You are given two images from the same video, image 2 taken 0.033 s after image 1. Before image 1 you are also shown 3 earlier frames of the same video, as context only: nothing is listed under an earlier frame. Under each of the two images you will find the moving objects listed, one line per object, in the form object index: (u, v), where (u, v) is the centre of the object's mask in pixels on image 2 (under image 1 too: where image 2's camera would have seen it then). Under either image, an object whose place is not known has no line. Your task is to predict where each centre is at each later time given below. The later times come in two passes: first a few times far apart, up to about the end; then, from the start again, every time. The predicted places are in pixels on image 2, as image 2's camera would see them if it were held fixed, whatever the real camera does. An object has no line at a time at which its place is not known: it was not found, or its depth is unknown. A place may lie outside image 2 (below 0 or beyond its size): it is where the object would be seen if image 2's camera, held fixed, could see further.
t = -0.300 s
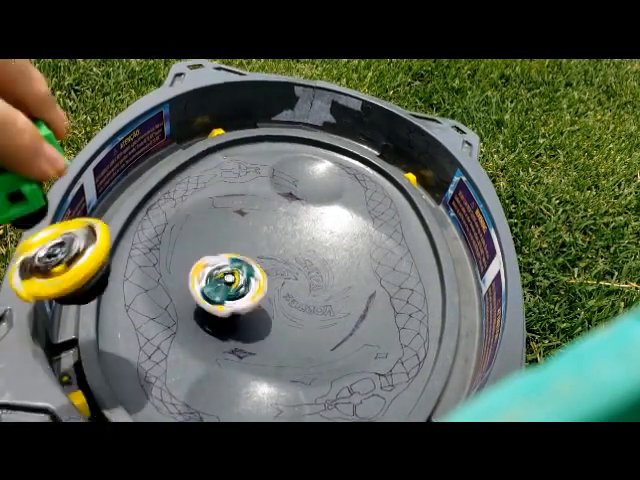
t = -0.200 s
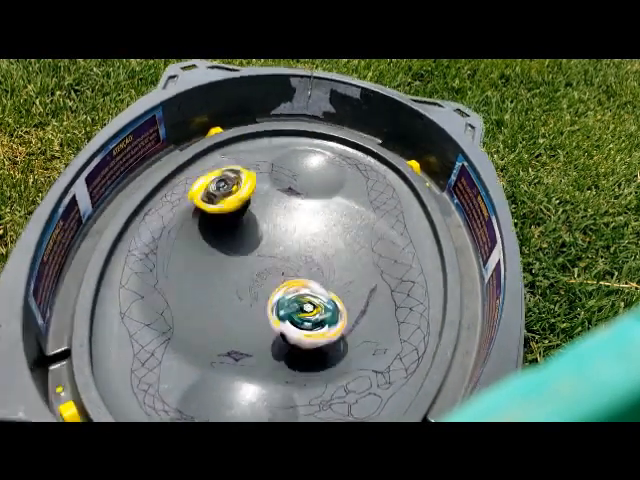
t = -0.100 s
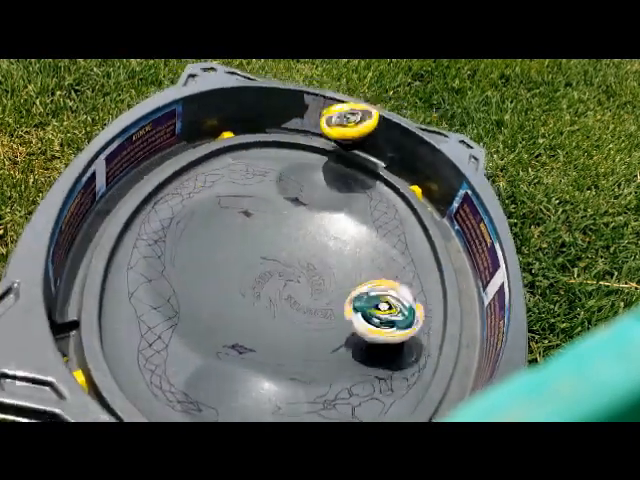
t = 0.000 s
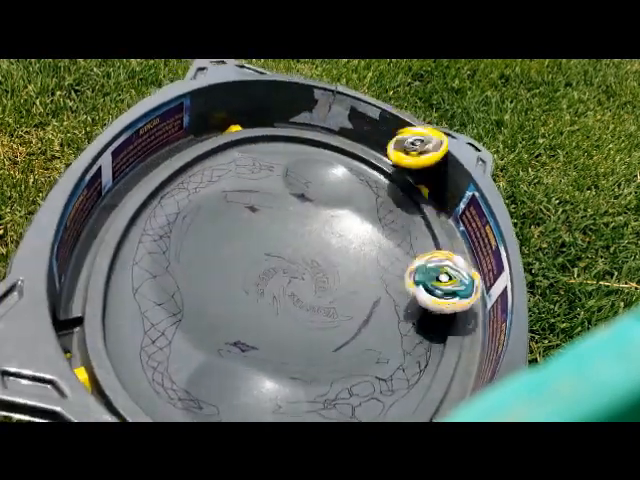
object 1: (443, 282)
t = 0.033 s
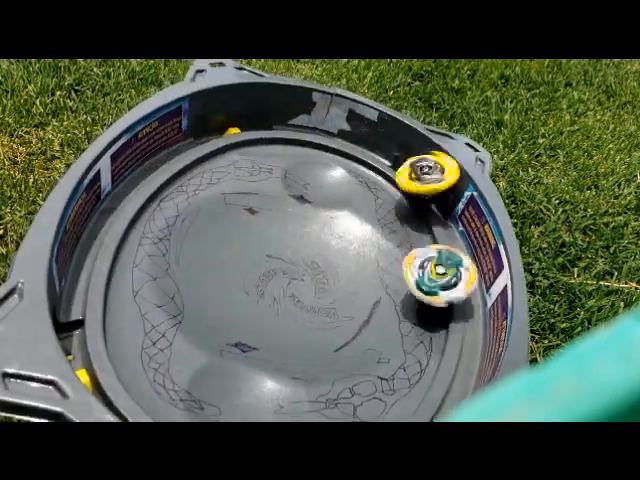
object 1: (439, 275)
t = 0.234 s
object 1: (406, 304)
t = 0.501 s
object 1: (289, 327)
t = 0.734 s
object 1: (229, 337)
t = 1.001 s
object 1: (160, 362)
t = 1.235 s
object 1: (125, 312)
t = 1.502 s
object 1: (169, 282)
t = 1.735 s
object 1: (303, 318)
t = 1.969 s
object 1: (370, 249)
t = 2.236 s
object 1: (286, 227)
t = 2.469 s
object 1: (270, 309)
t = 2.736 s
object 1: (374, 324)
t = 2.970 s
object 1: (377, 260)
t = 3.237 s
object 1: (260, 247)
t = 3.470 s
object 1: (183, 263)
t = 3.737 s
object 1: (229, 302)
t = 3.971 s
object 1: (294, 274)
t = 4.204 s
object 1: (306, 247)
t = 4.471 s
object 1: (308, 283)
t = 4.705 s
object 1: (326, 307)
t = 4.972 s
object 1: (317, 334)
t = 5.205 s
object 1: (274, 341)
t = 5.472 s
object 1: (230, 326)
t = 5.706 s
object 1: (285, 322)
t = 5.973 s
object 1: (327, 319)
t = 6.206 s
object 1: (319, 300)
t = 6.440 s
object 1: (292, 296)
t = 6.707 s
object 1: (276, 288)
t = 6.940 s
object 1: (284, 295)
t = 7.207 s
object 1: (279, 298)
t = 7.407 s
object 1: (294, 281)
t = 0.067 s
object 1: (438, 266)
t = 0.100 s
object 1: (436, 269)
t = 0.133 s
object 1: (430, 278)
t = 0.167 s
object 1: (426, 288)
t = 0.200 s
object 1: (420, 296)
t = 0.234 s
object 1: (406, 304)
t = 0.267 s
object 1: (384, 310)
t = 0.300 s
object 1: (365, 312)
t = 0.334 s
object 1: (348, 314)
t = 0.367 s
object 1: (333, 316)
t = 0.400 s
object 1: (319, 319)
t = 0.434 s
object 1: (307, 321)
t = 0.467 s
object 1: (297, 324)
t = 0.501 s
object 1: (289, 327)
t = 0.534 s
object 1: (284, 331)
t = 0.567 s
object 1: (278, 334)
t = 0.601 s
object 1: (273, 336)
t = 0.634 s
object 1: (267, 336)
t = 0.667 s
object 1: (261, 335)
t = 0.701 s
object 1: (245, 336)
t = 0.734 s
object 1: (229, 337)
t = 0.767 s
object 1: (213, 347)
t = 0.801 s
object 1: (198, 358)
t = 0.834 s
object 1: (183, 369)
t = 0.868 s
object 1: (165, 377)
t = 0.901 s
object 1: (151, 379)
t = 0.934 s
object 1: (157, 374)
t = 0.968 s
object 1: (161, 368)
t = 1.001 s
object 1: (160, 362)
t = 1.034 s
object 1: (154, 356)
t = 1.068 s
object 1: (147, 348)
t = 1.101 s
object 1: (140, 339)
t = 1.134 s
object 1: (134, 330)
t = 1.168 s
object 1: (129, 322)
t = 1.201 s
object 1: (126, 316)
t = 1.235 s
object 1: (125, 312)
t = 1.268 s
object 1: (126, 309)
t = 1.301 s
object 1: (129, 306)
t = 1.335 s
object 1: (133, 300)
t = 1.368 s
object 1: (137, 296)
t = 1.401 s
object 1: (143, 291)
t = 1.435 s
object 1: (149, 287)
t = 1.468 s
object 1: (157, 283)
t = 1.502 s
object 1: (169, 282)
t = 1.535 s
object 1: (186, 286)
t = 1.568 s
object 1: (205, 294)
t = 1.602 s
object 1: (227, 304)
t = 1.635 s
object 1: (243, 311)
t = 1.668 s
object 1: (263, 317)
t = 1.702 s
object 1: (283, 319)
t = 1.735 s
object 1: (303, 318)
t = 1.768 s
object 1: (323, 314)
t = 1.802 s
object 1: (340, 306)
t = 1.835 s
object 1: (353, 295)
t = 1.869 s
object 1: (362, 285)
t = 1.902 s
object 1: (369, 274)
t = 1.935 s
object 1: (371, 260)
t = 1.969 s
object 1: (370, 249)
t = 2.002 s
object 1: (365, 239)
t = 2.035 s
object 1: (360, 230)
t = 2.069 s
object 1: (350, 222)
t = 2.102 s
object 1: (337, 217)
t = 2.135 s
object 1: (325, 215)
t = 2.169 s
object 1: (311, 216)
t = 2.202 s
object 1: (298, 220)
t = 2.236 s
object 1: (286, 227)
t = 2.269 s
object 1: (277, 235)
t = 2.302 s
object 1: (268, 245)
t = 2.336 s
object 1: (262, 257)
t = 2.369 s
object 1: (259, 270)
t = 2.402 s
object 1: (259, 282)
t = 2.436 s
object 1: (262, 296)
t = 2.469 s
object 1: (270, 309)
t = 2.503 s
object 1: (281, 318)
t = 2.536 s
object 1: (292, 327)
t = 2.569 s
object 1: (307, 334)
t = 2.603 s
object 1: (324, 337)
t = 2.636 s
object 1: (339, 339)
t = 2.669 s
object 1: (355, 337)
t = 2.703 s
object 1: (368, 330)
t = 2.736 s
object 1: (374, 324)
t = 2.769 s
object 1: (378, 315)
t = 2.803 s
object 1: (383, 308)
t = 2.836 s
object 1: (391, 299)
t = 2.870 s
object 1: (394, 287)
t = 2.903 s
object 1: (390, 277)
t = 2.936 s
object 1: (386, 269)
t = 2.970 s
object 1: (377, 260)
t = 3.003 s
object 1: (365, 254)
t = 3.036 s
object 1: (353, 248)
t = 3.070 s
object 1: (336, 244)
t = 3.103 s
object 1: (321, 242)
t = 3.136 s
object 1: (305, 241)
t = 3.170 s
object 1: (290, 244)
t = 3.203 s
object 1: (277, 246)
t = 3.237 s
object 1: (260, 247)
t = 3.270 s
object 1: (241, 243)
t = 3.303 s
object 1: (224, 241)
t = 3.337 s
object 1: (211, 243)
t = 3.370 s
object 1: (200, 243)
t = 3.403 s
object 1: (189, 248)
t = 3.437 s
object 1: (184, 254)
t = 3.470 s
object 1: (183, 263)
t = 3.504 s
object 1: (187, 271)
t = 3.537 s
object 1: (193, 281)
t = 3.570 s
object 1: (190, 282)
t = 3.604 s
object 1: (190, 286)
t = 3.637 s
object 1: (196, 289)
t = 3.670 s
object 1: (202, 295)
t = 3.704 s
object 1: (214, 299)
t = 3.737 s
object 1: (229, 302)
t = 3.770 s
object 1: (243, 301)
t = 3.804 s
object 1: (257, 301)
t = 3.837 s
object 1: (271, 297)
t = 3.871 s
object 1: (287, 293)
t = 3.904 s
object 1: (289, 286)
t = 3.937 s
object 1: (288, 280)
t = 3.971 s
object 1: (294, 274)
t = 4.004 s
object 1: (295, 268)
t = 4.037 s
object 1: (299, 262)
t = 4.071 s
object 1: (303, 256)
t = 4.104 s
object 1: (305, 251)
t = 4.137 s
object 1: (308, 247)
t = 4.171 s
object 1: (309, 243)
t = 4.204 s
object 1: (306, 247)
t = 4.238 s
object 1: (306, 249)
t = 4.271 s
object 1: (303, 253)
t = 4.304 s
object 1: (304, 257)
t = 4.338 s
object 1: (302, 262)
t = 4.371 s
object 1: (304, 266)
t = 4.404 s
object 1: (305, 271)
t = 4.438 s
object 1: (306, 277)
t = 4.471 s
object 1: (308, 283)
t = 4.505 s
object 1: (309, 288)
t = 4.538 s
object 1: (313, 292)
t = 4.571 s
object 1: (316, 296)
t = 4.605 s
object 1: (319, 301)
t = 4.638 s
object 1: (323, 303)
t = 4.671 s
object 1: (323, 307)
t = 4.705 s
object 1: (326, 307)
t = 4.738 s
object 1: (325, 308)
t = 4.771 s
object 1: (327, 307)
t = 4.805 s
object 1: (324, 312)
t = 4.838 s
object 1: (322, 321)
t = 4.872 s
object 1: (320, 326)
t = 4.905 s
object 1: (321, 329)
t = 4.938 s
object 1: (319, 332)
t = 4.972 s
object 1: (317, 334)
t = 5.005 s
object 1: (313, 335)
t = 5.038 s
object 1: (313, 334)
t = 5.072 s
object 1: (308, 334)
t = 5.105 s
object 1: (298, 337)
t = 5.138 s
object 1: (287, 339)
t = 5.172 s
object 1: (283, 340)
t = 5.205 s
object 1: (274, 341)
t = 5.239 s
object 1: (263, 341)
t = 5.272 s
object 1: (252, 339)
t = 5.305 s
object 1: (243, 337)
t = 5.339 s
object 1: (234, 335)
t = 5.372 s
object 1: (226, 333)
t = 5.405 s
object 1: (221, 331)
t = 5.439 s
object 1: (220, 327)
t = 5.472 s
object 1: (230, 326)
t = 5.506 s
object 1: (239, 327)
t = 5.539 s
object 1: (248, 325)
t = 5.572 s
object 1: (259, 324)
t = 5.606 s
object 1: (272, 321)
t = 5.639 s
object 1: (282, 322)
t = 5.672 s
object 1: (283, 318)
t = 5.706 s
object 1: (285, 322)
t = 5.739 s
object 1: (290, 322)
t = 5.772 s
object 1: (297, 324)
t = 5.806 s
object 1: (306, 328)
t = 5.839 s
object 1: (309, 329)
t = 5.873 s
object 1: (314, 325)
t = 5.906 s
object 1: (321, 325)
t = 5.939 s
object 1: (325, 323)
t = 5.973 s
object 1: (327, 319)
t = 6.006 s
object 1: (327, 315)
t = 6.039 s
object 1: (324, 316)
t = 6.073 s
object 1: (323, 310)
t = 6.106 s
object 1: (324, 307)
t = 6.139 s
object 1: (329, 308)
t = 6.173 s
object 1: (326, 306)
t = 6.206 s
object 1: (319, 300)
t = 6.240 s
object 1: (315, 299)
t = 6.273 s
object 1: (308, 296)
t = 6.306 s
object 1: (305, 294)
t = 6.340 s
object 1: (310, 294)
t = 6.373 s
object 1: (307, 294)
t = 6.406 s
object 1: (302, 296)
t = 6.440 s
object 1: (292, 296)
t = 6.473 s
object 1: (285, 293)
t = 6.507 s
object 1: (291, 291)
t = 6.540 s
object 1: (292, 293)
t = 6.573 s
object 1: (290, 296)
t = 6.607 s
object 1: (283, 294)
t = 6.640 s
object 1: (280, 291)
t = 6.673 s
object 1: (278, 288)
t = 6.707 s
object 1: (276, 288)
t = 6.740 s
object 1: (273, 287)
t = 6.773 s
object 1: (276, 287)
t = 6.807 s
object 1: (277, 288)
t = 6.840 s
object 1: (280, 289)
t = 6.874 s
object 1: (281, 293)
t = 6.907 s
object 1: (282, 294)
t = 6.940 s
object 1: (284, 295)
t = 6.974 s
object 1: (286, 295)
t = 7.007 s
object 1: (273, 299)
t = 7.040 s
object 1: (267, 296)
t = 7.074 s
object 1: (269, 295)
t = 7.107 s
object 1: (268, 293)
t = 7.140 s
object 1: (273, 293)
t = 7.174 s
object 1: (273, 299)
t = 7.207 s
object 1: (279, 298)
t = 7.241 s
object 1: (281, 300)
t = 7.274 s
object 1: (282, 299)
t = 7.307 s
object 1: (283, 297)
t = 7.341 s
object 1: (284, 292)
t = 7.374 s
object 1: (287, 285)
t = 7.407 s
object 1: (294, 281)
